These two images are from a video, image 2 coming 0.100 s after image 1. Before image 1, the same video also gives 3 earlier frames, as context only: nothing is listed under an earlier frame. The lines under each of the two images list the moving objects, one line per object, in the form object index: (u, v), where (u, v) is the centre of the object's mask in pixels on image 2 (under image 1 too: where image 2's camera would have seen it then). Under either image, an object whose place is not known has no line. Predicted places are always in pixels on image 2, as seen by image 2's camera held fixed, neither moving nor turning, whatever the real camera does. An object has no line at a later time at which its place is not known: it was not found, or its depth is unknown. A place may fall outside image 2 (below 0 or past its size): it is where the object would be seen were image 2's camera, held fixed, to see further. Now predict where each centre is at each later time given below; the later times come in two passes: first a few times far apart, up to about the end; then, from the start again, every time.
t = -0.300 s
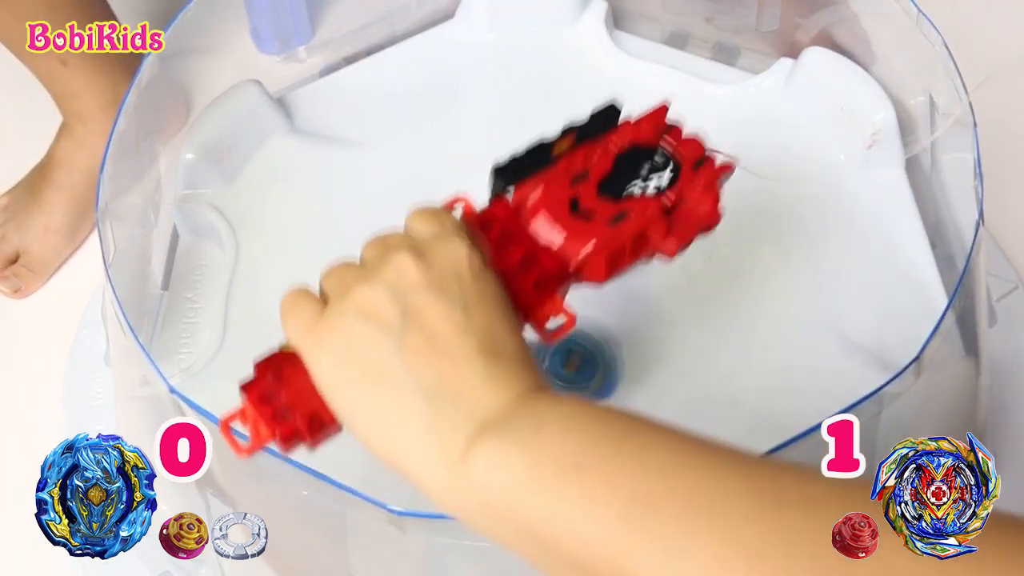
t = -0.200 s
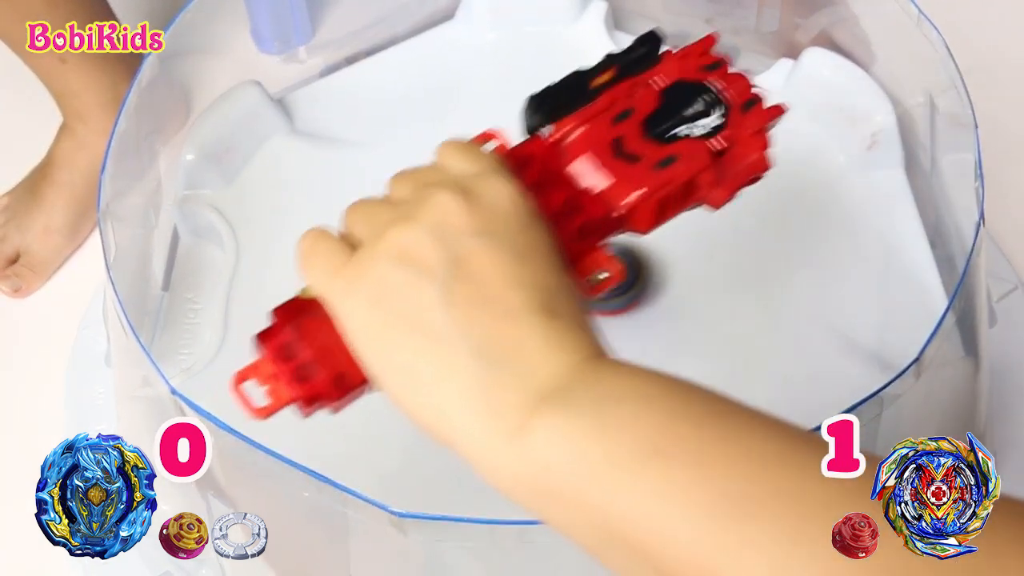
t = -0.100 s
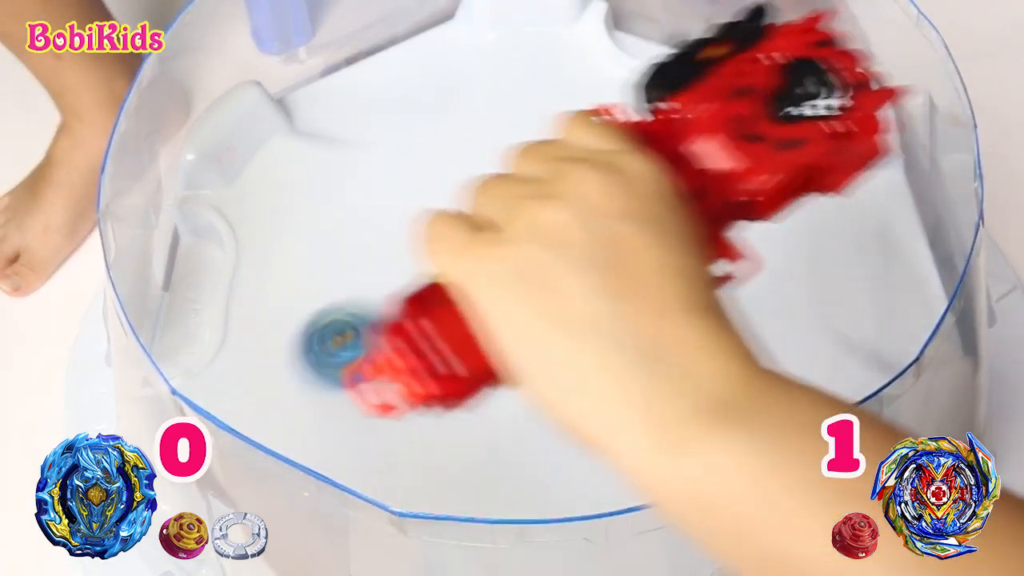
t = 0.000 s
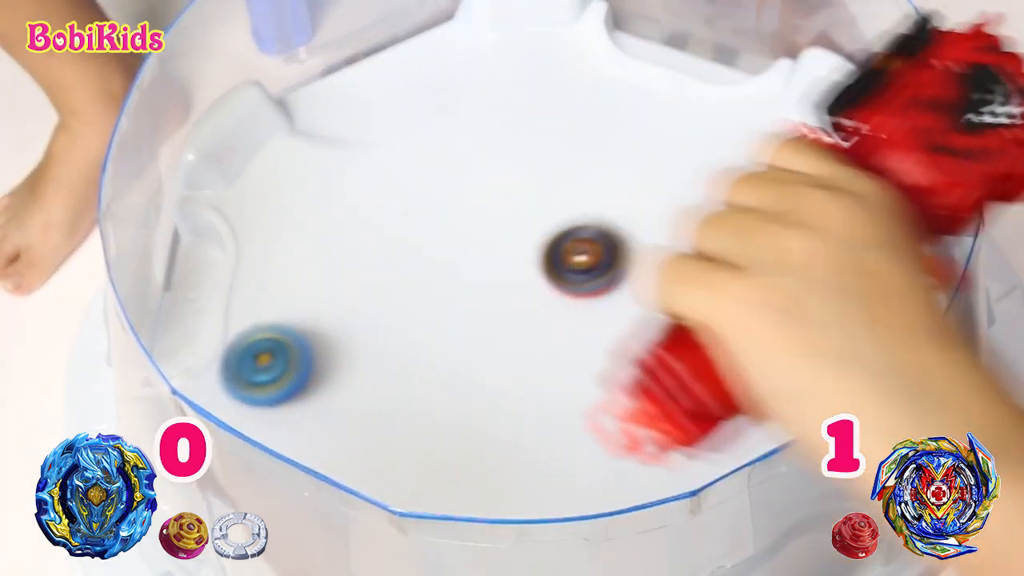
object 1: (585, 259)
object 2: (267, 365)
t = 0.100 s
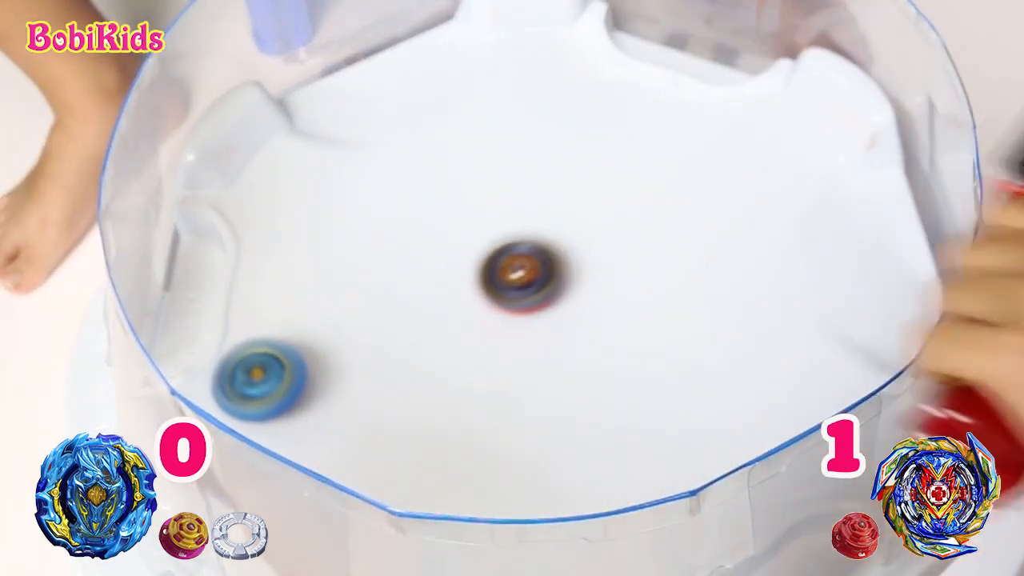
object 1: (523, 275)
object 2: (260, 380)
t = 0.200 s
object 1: (476, 317)
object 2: (313, 405)
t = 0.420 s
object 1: (561, 379)
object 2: (461, 463)
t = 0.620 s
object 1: (632, 302)
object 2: (632, 387)
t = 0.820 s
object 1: (547, 222)
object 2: (630, 248)
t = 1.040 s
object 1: (400, 267)
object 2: (495, 210)
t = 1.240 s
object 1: (379, 384)
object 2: (413, 309)
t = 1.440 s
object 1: (469, 467)
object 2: (545, 366)
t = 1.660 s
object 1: (596, 418)
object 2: (618, 253)
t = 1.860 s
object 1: (624, 306)
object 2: (498, 194)
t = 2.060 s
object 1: (531, 239)
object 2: (422, 294)
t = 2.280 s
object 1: (441, 267)
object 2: (532, 374)
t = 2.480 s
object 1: (437, 342)
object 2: (603, 295)
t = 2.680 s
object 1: (521, 359)
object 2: (549, 238)
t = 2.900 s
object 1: (555, 261)
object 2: (466, 300)
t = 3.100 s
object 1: (576, 247)
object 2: (499, 318)
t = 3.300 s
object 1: (559, 371)
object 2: (551, 257)
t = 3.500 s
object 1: (491, 348)
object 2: (599, 323)
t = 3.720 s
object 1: (570, 264)
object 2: (398, 413)
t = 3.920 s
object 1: (480, 214)
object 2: (528, 328)
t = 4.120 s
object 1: (564, 345)
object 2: (549, 250)
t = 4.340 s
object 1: (603, 295)
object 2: (482, 306)
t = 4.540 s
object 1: (600, 311)
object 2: (471, 297)
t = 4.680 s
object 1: (578, 329)
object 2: (503, 255)
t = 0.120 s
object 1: (511, 282)
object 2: (266, 384)
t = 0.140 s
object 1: (501, 289)
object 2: (276, 389)
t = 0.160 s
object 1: (491, 297)
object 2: (287, 394)
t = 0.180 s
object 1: (482, 307)
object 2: (299, 399)
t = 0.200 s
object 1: (476, 317)
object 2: (313, 405)
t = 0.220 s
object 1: (471, 327)
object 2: (329, 409)
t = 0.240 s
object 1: (466, 338)
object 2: (346, 414)
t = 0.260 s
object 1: (463, 350)
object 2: (362, 418)
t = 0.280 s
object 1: (464, 359)
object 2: (380, 421)
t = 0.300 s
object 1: (468, 368)
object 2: (394, 426)
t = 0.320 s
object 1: (481, 372)
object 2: (400, 435)
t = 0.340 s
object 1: (496, 375)
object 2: (408, 444)
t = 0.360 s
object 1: (512, 377)
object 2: (418, 451)
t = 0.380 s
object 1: (527, 379)
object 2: (431, 456)
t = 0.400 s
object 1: (543, 380)
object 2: (445, 461)
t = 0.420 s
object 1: (561, 379)
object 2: (461, 463)
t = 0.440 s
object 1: (575, 377)
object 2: (479, 464)
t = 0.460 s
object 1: (587, 374)
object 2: (497, 463)
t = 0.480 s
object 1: (599, 369)
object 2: (515, 459)
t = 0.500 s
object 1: (609, 363)
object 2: (533, 453)
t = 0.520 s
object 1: (617, 356)
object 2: (552, 446)
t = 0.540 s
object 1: (624, 347)
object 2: (570, 436)
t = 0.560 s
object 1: (629, 339)
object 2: (589, 424)
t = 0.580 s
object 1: (630, 329)
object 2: (606, 411)
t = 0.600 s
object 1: (632, 317)
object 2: (620, 398)
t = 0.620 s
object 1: (632, 302)
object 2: (632, 387)
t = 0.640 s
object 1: (630, 287)
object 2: (642, 375)
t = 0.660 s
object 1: (626, 273)
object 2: (649, 362)
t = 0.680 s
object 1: (620, 261)
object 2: (654, 348)
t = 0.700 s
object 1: (612, 250)
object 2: (658, 333)
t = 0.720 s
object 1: (603, 241)
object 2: (659, 317)
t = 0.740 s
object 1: (594, 234)
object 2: (658, 302)
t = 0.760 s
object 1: (583, 229)
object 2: (654, 287)
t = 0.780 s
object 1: (572, 225)
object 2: (648, 274)
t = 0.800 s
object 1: (560, 223)
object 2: (641, 261)
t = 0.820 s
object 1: (547, 222)
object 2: (630, 248)
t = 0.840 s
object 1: (534, 221)
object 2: (620, 238)
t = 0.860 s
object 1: (517, 221)
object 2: (613, 230)
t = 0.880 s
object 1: (499, 221)
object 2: (605, 222)
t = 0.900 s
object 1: (482, 221)
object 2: (595, 216)
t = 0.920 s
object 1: (466, 223)
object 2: (584, 211)
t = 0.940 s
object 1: (452, 227)
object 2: (571, 208)
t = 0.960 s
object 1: (440, 233)
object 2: (556, 205)
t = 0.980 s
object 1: (428, 239)
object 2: (542, 204)
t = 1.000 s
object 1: (417, 247)
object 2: (526, 204)
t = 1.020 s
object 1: (408, 257)
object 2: (510, 206)
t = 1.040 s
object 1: (400, 267)
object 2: (495, 210)
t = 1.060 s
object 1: (392, 277)
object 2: (480, 216)
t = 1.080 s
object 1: (387, 288)
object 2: (466, 223)
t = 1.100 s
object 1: (383, 299)
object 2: (452, 232)
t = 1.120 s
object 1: (379, 310)
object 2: (439, 242)
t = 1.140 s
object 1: (377, 322)
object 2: (429, 252)
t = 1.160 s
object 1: (376, 333)
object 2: (421, 264)
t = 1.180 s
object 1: (375, 345)
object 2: (414, 275)
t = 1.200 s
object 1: (374, 359)
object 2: (411, 285)
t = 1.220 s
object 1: (375, 372)
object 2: (411, 296)
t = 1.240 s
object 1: (379, 384)
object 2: (413, 309)
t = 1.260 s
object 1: (384, 396)
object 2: (418, 320)
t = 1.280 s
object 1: (391, 405)
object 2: (425, 332)
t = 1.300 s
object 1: (398, 415)
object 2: (434, 343)
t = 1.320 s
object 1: (404, 427)
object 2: (448, 350)
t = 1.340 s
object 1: (412, 438)
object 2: (462, 356)
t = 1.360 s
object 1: (421, 448)
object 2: (477, 362)
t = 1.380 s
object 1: (432, 455)
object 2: (494, 366)
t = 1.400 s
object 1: (444, 460)
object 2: (511, 368)
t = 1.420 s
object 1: (456, 465)
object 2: (529, 368)
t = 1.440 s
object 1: (469, 467)
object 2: (545, 366)
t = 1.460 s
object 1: (483, 469)
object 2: (560, 361)
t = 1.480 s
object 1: (496, 469)
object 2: (576, 354)
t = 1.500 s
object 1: (510, 467)
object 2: (589, 345)
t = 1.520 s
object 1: (522, 465)
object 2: (600, 335)
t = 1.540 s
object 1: (535, 461)
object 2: (609, 325)
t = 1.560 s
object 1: (546, 456)
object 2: (617, 313)
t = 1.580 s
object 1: (557, 450)
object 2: (621, 301)
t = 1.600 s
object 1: (567, 443)
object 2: (624, 289)
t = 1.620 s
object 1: (577, 435)
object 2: (624, 277)
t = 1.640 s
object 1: (587, 427)
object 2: (622, 265)
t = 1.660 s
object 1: (596, 418)
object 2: (618, 253)
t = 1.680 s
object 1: (605, 408)
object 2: (612, 243)
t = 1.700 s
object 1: (612, 398)
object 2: (605, 233)
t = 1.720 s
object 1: (620, 387)
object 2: (596, 223)
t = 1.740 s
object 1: (626, 376)
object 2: (585, 215)
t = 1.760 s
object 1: (630, 364)
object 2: (573, 207)
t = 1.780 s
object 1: (632, 352)
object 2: (559, 201)
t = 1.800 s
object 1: (633, 340)
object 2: (544, 197)
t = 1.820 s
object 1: (631, 328)
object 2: (529, 194)
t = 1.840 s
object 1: (628, 317)
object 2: (514, 193)
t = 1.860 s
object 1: (624, 306)
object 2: (498, 194)
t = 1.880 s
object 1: (618, 296)
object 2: (482, 197)
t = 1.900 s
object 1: (612, 287)
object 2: (468, 202)
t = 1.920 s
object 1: (604, 278)
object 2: (455, 209)
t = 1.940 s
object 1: (596, 269)
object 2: (444, 218)
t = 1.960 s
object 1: (586, 262)
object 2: (436, 227)
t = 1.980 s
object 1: (577, 255)
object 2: (429, 238)
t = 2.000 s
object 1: (566, 249)
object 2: (424, 251)
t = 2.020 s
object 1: (554, 245)
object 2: (421, 264)
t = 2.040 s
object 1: (543, 241)
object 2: (421, 278)
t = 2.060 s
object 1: (531, 239)
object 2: (422, 294)
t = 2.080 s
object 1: (519, 237)
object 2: (424, 309)
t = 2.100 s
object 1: (507, 236)
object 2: (430, 323)
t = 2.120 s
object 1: (496, 236)
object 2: (437, 335)
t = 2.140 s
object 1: (486, 236)
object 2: (446, 347)
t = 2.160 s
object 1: (477, 238)
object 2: (456, 356)
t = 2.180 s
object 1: (469, 240)
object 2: (467, 364)
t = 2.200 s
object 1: (462, 243)
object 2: (480, 370)
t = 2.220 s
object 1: (456, 248)
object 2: (493, 374)
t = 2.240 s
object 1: (451, 253)
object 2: (506, 376)
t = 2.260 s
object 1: (446, 259)
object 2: (519, 376)
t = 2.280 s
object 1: (441, 267)
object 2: (532, 374)
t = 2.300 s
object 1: (437, 274)
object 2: (545, 370)
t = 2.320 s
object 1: (434, 282)
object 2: (557, 365)
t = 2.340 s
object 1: (431, 289)
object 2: (567, 358)
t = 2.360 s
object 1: (429, 297)
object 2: (576, 352)
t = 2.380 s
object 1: (427, 305)
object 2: (584, 343)
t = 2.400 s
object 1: (427, 313)
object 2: (592, 333)
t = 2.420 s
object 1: (428, 320)
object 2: (597, 322)
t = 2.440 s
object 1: (429, 328)
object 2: (601, 313)
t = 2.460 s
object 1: (432, 335)
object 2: (603, 303)
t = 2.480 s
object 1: (437, 342)
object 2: (603, 295)
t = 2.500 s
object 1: (441, 348)
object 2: (602, 285)
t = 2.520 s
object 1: (448, 353)
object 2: (599, 278)
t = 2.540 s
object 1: (456, 358)
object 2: (596, 271)
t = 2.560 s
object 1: (465, 361)
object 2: (592, 265)
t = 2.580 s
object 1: (474, 364)
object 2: (586, 260)
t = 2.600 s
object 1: (483, 365)
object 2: (580, 255)
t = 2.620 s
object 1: (493, 366)
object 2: (573, 249)
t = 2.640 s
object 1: (502, 365)
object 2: (565, 244)
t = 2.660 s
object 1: (512, 362)
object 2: (558, 240)
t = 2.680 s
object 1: (521, 359)
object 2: (549, 238)
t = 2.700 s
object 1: (530, 354)
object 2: (542, 237)
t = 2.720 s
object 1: (538, 349)
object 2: (532, 235)
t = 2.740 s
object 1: (546, 344)
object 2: (523, 235)
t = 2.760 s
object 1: (552, 338)
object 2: (514, 236)
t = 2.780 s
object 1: (558, 331)
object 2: (506, 238)
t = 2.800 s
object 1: (562, 324)
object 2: (498, 240)
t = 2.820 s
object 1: (565, 317)
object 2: (489, 244)
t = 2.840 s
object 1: (568, 309)
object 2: (481, 249)
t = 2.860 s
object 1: (569, 301)
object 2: (475, 255)
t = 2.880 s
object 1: (569, 294)
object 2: (469, 261)
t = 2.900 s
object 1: (555, 261)
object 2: (466, 300)
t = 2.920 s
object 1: (527, 240)
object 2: (502, 341)
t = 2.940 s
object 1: (492, 234)
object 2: (553, 354)
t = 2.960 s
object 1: (466, 248)
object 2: (598, 334)
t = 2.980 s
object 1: (460, 279)
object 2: (617, 295)
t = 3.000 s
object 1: (479, 308)
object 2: (605, 260)
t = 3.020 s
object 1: (517, 320)
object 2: (569, 235)
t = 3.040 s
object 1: (554, 309)
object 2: (521, 234)
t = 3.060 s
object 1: (579, 293)
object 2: (482, 245)
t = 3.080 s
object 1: (585, 269)
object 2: (478, 284)
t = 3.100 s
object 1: (576, 247)
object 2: (499, 318)
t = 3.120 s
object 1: (555, 236)
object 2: (532, 344)
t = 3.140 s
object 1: (533, 236)
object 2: (565, 347)
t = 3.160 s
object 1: (516, 249)
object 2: (593, 331)
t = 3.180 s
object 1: (508, 266)
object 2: (604, 307)
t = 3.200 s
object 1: (507, 290)
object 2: (609, 279)
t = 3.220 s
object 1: (497, 309)
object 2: (617, 268)
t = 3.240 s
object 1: (518, 330)
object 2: (595, 268)
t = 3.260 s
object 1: (520, 354)
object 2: (584, 257)
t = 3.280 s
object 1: (530, 371)
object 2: (570, 252)
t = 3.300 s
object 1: (559, 371)
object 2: (551, 257)
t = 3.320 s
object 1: (580, 362)
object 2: (534, 270)
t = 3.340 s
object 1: (595, 345)
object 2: (529, 289)
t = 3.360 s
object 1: (636, 362)
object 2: (501, 267)
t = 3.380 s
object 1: (647, 346)
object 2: (489, 273)
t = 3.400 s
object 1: (621, 310)
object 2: (485, 301)
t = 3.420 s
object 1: (569, 283)
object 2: (499, 339)
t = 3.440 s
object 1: (540, 266)
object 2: (514, 374)
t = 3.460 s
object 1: (519, 272)
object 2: (545, 381)
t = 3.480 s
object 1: (497, 303)
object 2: (580, 360)
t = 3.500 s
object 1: (491, 348)
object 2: (599, 323)
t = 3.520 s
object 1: (518, 378)
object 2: (586, 284)
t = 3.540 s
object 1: (561, 368)
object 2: (546, 263)
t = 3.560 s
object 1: (572, 338)
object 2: (506, 263)
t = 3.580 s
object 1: (567, 310)
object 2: (478, 280)
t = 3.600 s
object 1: (561, 301)
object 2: (456, 299)
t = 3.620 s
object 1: (583, 300)
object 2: (399, 327)
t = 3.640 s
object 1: (612, 293)
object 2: (345, 348)
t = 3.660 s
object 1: (613, 279)
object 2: (342, 372)
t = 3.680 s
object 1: (604, 267)
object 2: (353, 392)
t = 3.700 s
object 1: (589, 260)
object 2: (372, 406)
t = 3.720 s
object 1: (570, 264)
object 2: (398, 413)
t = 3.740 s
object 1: (552, 274)
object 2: (425, 413)
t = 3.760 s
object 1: (542, 287)
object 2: (457, 406)
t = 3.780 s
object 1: (538, 302)
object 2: (492, 392)
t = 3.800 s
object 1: (556, 291)
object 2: (501, 391)
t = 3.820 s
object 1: (562, 277)
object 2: (514, 382)
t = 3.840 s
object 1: (557, 278)
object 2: (532, 362)
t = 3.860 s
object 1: (573, 246)
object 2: (519, 375)
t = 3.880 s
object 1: (568, 207)
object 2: (514, 371)
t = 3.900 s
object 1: (531, 193)
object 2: (520, 354)
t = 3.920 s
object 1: (480, 214)
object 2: (528, 328)
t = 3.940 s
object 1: (452, 258)
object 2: (540, 316)
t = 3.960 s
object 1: (444, 271)
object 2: (565, 329)
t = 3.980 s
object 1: (454, 291)
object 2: (574, 313)
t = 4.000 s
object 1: (470, 307)
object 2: (573, 291)
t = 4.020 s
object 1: (477, 317)
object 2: (578, 280)
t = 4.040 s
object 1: (493, 325)
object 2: (580, 270)
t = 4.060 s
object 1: (512, 332)
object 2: (573, 264)
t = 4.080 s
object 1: (532, 334)
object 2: (565, 260)
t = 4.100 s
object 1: (546, 344)
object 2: (558, 251)
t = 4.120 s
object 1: (564, 345)
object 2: (549, 250)
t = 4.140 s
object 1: (581, 342)
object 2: (537, 254)
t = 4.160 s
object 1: (594, 336)
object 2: (527, 264)
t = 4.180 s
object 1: (602, 326)
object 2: (522, 276)
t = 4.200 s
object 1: (613, 318)
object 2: (516, 283)
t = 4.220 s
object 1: (621, 309)
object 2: (512, 281)
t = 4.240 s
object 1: (620, 299)
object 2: (520, 283)
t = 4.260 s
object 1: (619, 292)
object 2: (521, 287)
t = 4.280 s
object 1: (615, 288)
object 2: (517, 293)
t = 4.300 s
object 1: (613, 284)
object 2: (506, 300)
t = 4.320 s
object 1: (601, 292)
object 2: (499, 304)
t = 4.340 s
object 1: (603, 295)
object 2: (482, 306)
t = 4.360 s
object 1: (603, 296)
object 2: (479, 311)
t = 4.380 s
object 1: (603, 299)
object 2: (479, 317)
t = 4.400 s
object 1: (599, 301)
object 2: (482, 321)
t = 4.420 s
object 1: (593, 306)
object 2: (484, 322)
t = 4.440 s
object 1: (585, 312)
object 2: (488, 320)
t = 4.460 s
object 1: (611, 320)
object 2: (470, 314)
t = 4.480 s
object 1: (613, 320)
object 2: (465, 313)
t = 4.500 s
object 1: (598, 315)
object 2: (470, 312)
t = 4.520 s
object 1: (580, 310)
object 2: (479, 308)
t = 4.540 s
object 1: (600, 311)
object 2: (471, 297)
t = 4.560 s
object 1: (608, 311)
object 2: (470, 291)
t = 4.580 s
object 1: (598, 309)
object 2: (475, 286)
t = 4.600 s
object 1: (583, 307)
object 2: (483, 282)
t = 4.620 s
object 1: (585, 316)
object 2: (482, 269)
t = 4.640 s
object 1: (589, 323)
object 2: (489, 262)
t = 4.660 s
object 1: (581, 322)
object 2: (501, 263)
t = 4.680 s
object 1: (578, 329)
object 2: (503, 255)
